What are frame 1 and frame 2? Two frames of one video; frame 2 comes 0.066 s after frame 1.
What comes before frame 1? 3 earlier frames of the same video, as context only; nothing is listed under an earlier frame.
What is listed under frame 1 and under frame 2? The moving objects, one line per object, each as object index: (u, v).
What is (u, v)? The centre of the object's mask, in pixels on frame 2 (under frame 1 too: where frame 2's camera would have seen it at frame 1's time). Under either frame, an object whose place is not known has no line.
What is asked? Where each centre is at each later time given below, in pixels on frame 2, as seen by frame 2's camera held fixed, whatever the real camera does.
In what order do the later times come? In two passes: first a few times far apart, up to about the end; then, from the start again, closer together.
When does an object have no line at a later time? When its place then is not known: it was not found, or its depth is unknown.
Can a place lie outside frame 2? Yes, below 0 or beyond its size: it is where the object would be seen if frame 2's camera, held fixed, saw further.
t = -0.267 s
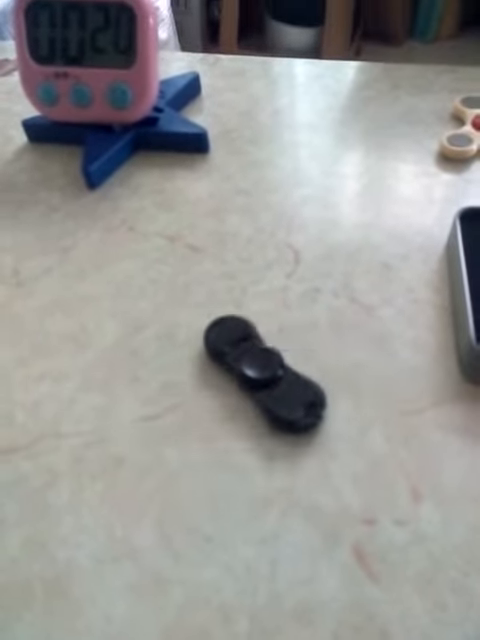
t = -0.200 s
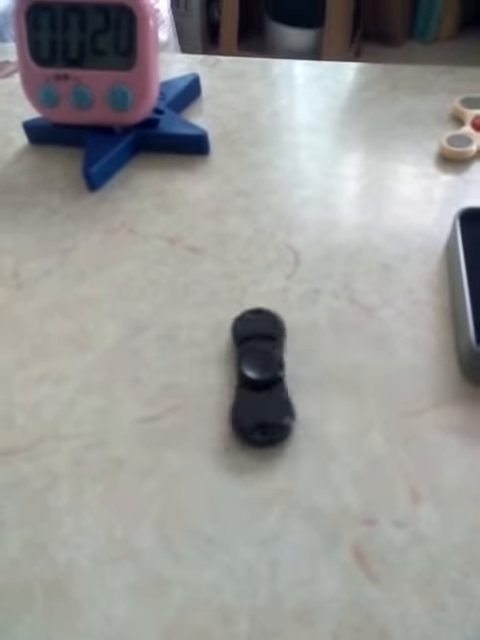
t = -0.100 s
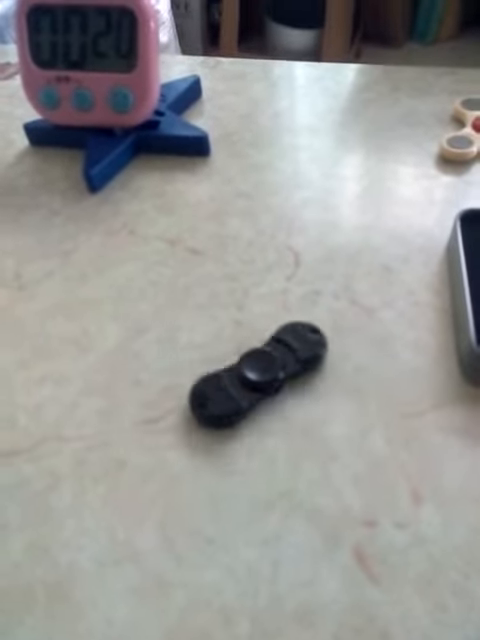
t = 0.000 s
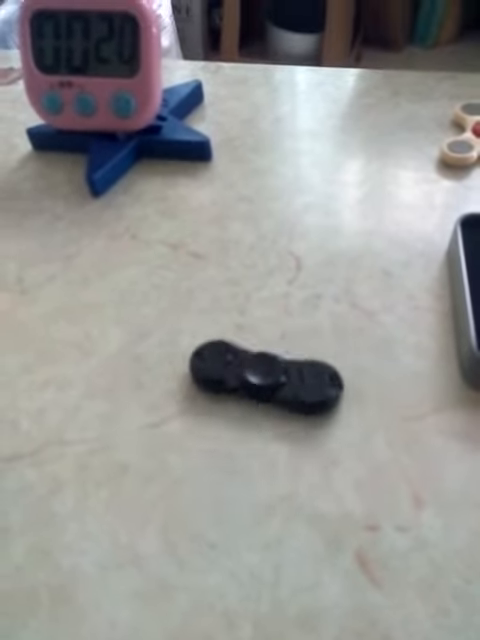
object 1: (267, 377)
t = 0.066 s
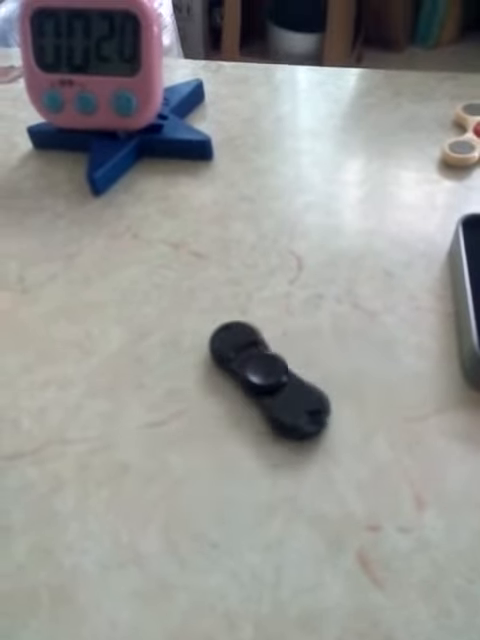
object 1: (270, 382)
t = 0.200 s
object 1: (260, 382)
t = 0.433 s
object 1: (269, 382)
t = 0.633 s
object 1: (262, 377)
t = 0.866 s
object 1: (265, 385)
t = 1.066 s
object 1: (265, 377)
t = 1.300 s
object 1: (264, 384)
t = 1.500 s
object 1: (264, 377)
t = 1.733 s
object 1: (265, 385)
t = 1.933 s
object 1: (262, 378)
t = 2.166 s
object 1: (268, 382)
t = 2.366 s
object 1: (260, 381)
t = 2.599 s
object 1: (268, 378)
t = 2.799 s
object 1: (266, 384)
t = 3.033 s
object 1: (261, 379)
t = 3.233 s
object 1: (265, 378)
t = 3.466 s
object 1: (267, 383)
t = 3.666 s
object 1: (262, 383)
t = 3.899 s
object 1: (262, 378)
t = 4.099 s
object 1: (267, 378)
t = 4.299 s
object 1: (269, 382)
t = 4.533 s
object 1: (264, 384)
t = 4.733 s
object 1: (261, 383)
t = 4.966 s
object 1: (260, 381)
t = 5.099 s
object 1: (260, 380)
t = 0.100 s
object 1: (268, 384)
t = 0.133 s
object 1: (265, 385)
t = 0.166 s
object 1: (262, 384)
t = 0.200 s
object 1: (260, 382)
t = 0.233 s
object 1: (261, 380)
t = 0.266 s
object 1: (262, 378)
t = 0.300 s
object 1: (264, 377)
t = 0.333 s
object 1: (266, 377)
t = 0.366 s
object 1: (269, 378)
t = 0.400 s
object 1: (269, 380)
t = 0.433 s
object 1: (269, 382)
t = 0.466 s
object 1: (267, 384)
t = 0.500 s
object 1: (264, 384)
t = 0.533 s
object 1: (261, 383)
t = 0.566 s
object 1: (260, 381)
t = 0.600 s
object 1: (260, 379)
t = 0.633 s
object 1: (262, 377)
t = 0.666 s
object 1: (264, 376)
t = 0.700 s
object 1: (267, 377)
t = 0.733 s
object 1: (269, 378)
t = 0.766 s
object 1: (270, 380)
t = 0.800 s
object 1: (269, 382)
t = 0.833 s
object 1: (267, 384)
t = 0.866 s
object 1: (265, 385)
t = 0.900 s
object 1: (263, 384)
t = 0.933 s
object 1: (261, 383)
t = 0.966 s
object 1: (261, 381)
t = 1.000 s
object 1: (261, 379)
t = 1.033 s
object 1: (262, 378)
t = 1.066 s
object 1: (265, 377)
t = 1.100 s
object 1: (266, 377)
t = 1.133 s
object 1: (267, 377)
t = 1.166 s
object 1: (269, 379)
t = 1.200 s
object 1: (269, 381)
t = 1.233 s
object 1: (268, 383)
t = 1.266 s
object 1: (267, 385)
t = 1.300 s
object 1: (264, 384)
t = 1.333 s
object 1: (261, 384)
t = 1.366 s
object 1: (261, 383)
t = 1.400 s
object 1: (260, 381)
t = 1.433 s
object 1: (261, 379)
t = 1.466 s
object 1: (263, 377)
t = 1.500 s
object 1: (264, 377)
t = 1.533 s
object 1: (265, 377)
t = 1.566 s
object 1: (268, 378)
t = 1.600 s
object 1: (270, 380)
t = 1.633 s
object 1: (269, 381)
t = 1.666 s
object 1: (269, 382)
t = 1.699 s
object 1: (267, 384)
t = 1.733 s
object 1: (265, 385)
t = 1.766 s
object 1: (263, 384)
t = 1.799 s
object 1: (262, 384)
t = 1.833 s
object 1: (261, 382)
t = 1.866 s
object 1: (261, 381)
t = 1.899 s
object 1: (261, 379)
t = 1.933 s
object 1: (262, 378)
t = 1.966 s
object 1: (264, 377)
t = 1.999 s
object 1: (265, 377)
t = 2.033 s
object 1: (266, 377)
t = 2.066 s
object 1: (268, 379)
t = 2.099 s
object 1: (269, 380)
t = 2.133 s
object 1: (269, 381)
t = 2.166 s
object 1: (268, 382)
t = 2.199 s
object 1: (267, 383)
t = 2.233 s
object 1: (266, 384)
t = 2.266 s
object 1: (264, 385)
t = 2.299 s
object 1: (262, 384)
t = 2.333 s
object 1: (261, 383)
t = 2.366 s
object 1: (260, 381)
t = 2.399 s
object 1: (261, 380)
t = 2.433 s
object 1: (261, 379)
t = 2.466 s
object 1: (262, 377)
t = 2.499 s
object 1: (263, 377)
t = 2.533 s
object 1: (265, 377)
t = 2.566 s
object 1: (267, 377)
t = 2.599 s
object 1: (268, 378)
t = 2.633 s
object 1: (268, 379)
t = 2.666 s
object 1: (269, 380)
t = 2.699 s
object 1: (269, 381)
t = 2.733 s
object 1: (268, 382)
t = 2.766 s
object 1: (267, 383)
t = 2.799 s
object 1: (266, 384)
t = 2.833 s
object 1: (265, 384)
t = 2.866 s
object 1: (263, 384)
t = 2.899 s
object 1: (262, 383)
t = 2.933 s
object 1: (261, 382)
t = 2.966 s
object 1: (261, 382)
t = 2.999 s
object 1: (260, 380)
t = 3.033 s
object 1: (261, 379)
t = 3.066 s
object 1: (261, 379)
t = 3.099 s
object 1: (262, 378)
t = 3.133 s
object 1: (263, 378)
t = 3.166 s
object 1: (264, 377)
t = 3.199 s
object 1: (264, 378)
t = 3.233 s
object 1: (265, 378)
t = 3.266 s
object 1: (267, 378)
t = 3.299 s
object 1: (268, 379)
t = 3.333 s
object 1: (268, 379)
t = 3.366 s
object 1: (268, 380)
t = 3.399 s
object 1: (268, 381)
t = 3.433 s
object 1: (268, 382)
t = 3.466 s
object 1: (267, 383)
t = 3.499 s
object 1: (267, 384)
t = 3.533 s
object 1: (266, 384)
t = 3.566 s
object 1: (265, 385)
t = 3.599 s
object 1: (263, 384)
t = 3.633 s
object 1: (263, 384)
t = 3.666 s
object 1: (262, 383)
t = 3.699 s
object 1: (261, 382)
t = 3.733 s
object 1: (260, 382)
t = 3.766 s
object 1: (261, 381)
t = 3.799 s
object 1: (261, 380)
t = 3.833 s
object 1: (261, 379)
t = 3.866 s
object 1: (261, 378)
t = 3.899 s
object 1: (262, 378)
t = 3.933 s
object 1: (263, 377)
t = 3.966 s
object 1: (264, 377)
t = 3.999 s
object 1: (265, 377)
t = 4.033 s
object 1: (266, 377)
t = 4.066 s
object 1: (267, 378)
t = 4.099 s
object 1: (267, 378)
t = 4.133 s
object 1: (268, 379)
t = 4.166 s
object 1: (268, 379)
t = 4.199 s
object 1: (268, 380)
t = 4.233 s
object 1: (268, 380)
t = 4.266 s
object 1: (269, 381)
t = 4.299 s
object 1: (269, 382)
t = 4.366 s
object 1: (267, 382)
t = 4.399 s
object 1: (267, 384)
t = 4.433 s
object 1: (266, 384)
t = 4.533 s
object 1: (264, 384)
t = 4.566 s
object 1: (263, 384)
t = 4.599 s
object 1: (263, 384)
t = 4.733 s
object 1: (261, 383)
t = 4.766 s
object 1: (261, 382)
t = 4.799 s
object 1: (261, 382)
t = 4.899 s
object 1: (260, 382)
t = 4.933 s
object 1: (260, 381)
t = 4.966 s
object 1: (260, 381)
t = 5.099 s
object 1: (260, 380)
